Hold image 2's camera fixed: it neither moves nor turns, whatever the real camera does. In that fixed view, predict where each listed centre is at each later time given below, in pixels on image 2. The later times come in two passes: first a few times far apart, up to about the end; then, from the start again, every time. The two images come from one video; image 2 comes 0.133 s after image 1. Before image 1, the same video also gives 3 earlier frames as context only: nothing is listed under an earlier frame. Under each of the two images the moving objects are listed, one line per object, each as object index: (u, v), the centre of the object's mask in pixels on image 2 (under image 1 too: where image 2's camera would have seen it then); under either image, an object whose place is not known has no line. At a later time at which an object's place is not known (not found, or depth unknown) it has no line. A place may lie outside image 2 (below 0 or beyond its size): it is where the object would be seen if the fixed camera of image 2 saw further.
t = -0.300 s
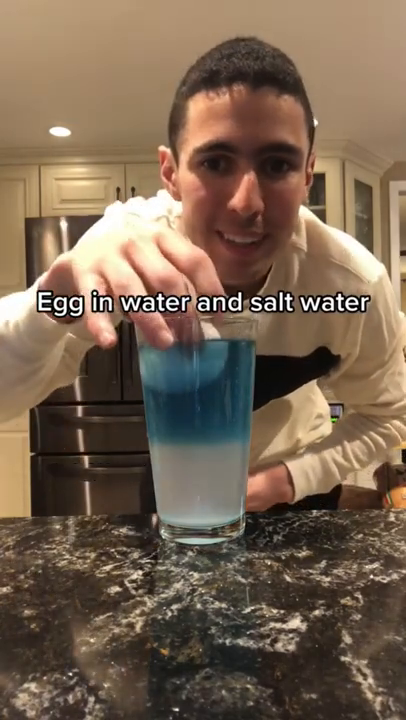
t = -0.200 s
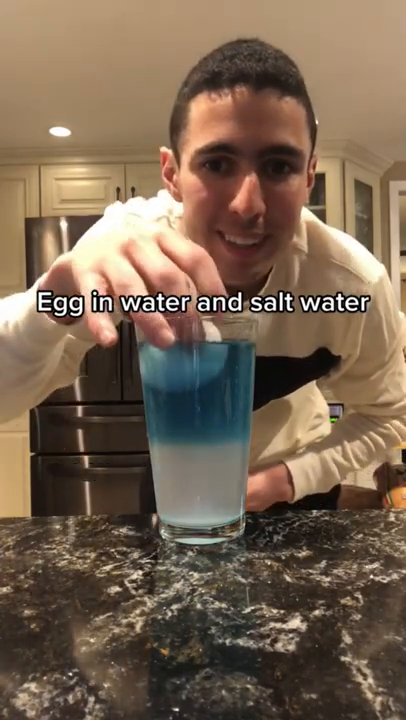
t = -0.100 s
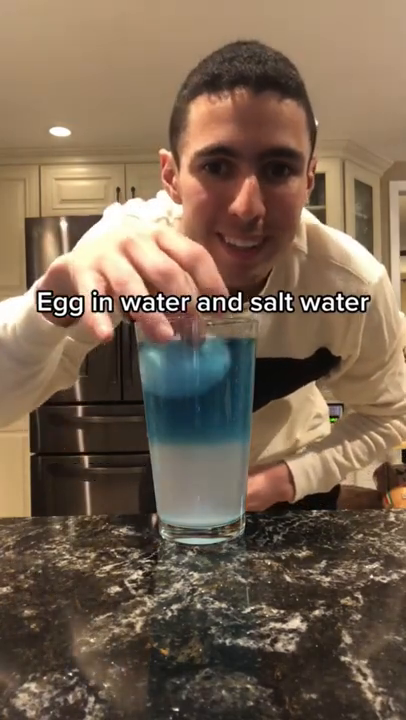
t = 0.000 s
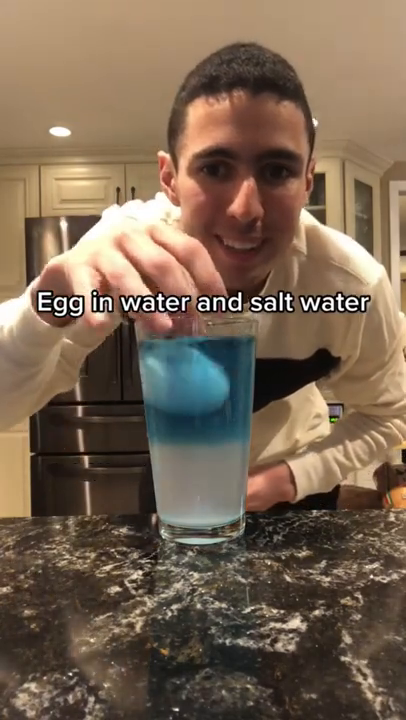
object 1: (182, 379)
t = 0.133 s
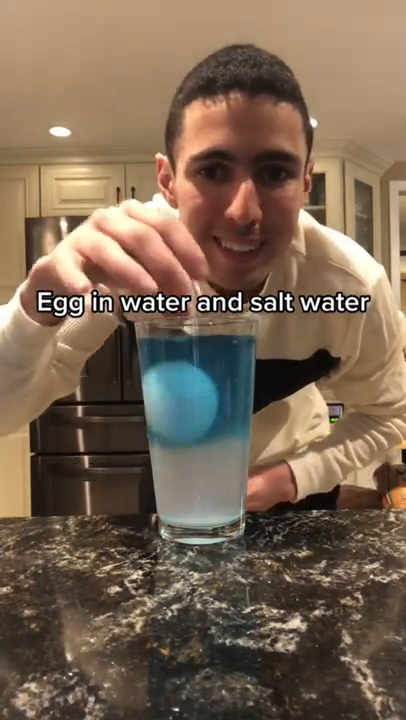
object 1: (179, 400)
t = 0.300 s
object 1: (184, 422)
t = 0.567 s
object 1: (194, 432)
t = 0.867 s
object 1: (205, 407)
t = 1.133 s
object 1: (212, 398)
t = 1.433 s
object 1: (212, 394)
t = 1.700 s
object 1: (209, 396)
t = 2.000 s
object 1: (209, 397)
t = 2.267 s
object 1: (206, 390)
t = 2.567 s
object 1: (205, 388)
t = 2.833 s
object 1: (201, 388)
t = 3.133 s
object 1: (200, 389)
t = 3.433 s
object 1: (204, 396)
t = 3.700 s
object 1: (204, 398)
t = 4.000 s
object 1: (202, 405)
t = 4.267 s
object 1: (202, 403)
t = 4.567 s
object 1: (205, 404)
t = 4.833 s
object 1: (208, 408)
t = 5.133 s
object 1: (207, 410)
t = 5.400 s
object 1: (204, 408)
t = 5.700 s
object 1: (203, 405)
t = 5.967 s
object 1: (203, 404)
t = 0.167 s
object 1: (180, 405)
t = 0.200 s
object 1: (181, 410)
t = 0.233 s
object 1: (182, 413)
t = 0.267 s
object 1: (183, 419)
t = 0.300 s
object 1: (184, 422)
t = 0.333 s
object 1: (186, 425)
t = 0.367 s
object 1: (188, 430)
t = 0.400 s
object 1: (189, 432)
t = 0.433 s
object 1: (190, 433)
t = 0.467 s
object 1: (192, 433)
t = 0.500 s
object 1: (192, 433)
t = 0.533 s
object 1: (193, 433)
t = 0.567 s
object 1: (194, 432)
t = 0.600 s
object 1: (195, 430)
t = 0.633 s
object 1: (196, 427)
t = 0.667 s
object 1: (197, 425)
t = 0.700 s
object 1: (199, 418)
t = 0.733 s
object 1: (199, 414)
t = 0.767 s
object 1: (201, 411)
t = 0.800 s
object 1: (203, 409)
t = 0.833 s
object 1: (204, 408)
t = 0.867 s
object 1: (205, 407)
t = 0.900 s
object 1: (206, 407)
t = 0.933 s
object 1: (207, 405)
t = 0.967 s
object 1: (209, 403)
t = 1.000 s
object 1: (209, 402)
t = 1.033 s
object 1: (210, 401)
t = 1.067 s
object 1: (211, 400)
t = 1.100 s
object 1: (211, 398)
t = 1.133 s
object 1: (212, 398)
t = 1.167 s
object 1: (212, 397)
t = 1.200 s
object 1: (212, 396)
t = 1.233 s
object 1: (212, 396)
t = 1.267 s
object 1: (212, 396)
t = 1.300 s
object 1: (212, 394)
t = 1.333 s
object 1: (212, 393)
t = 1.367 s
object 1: (212, 394)
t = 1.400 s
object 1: (212, 395)
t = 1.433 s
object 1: (212, 394)
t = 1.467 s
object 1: (211, 392)
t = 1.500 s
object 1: (211, 390)
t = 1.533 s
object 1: (211, 391)
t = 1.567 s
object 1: (210, 392)
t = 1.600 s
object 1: (210, 392)
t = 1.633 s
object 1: (209, 394)
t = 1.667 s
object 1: (209, 394)
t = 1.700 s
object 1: (209, 396)
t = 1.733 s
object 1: (209, 399)
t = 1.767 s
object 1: (209, 405)
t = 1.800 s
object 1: (210, 402)
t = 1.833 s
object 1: (210, 410)
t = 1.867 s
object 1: (211, 400)
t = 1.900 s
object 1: (211, 399)
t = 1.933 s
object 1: (210, 414)
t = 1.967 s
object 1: (212, 406)
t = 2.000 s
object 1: (209, 397)
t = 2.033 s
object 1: (209, 397)
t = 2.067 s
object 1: (208, 396)
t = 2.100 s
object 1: (208, 395)
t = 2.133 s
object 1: (207, 393)
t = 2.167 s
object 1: (207, 392)
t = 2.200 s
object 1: (206, 390)
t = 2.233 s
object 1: (206, 390)
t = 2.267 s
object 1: (206, 390)
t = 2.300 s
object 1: (206, 389)
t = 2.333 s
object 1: (206, 389)
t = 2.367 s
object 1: (206, 389)
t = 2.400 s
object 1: (206, 388)
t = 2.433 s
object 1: (206, 388)
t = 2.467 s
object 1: (206, 388)
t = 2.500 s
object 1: (206, 388)
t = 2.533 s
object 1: (205, 388)
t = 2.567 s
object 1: (205, 388)
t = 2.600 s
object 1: (205, 388)
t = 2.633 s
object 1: (204, 388)
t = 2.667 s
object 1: (204, 388)
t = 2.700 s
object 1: (204, 389)
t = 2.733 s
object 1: (203, 388)
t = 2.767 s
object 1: (202, 388)
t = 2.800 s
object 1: (202, 388)
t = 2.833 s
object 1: (201, 388)
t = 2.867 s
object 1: (200, 388)
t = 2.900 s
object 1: (200, 388)
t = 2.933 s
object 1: (200, 389)
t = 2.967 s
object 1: (200, 389)
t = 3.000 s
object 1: (200, 388)
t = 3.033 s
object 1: (199, 388)
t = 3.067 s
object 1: (199, 388)
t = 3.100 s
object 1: (199, 389)
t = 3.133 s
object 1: (200, 389)
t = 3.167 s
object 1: (200, 389)
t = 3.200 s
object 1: (200, 389)
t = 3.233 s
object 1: (200, 389)
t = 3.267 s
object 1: (200, 389)
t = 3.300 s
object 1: (201, 390)
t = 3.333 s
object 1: (201, 389)
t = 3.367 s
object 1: (203, 395)
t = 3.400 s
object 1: (204, 395)
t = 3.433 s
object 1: (204, 396)
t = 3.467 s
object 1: (204, 396)
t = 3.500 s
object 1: (205, 396)
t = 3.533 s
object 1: (205, 396)
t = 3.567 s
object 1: (205, 397)
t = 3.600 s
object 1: (204, 398)
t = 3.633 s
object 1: (204, 398)
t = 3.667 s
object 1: (204, 399)
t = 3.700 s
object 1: (204, 398)
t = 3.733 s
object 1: (204, 398)
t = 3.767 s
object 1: (204, 401)
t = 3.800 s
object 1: (202, 408)
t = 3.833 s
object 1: (203, 407)
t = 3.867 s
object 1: (203, 406)
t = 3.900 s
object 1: (203, 401)
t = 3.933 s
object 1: (202, 405)
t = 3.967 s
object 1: (202, 406)
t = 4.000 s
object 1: (202, 405)
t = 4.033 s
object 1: (201, 404)
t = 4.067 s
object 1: (201, 404)
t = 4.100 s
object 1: (201, 404)
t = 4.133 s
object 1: (201, 404)
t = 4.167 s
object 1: (201, 403)
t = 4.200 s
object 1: (201, 403)
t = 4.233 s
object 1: (201, 403)
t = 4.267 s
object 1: (202, 403)
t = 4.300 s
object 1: (202, 403)
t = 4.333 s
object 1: (202, 403)
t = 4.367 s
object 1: (203, 403)
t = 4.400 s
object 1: (203, 403)
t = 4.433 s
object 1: (203, 403)
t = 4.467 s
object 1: (204, 403)
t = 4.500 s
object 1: (204, 403)
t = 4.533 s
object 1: (205, 404)
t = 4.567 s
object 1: (205, 404)
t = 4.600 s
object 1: (205, 405)
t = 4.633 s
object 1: (206, 405)
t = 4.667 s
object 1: (206, 406)
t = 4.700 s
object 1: (207, 406)
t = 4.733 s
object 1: (207, 406)
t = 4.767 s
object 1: (207, 407)
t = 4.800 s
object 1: (208, 408)
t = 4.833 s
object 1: (208, 408)
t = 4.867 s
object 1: (208, 408)
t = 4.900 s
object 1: (208, 409)
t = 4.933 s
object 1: (208, 409)
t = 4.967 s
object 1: (208, 410)
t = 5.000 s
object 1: (208, 410)
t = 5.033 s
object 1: (207, 410)
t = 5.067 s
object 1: (207, 410)
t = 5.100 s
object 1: (207, 410)
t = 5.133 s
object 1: (207, 410)
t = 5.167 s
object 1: (206, 410)
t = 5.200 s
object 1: (206, 410)
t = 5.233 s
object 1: (206, 409)
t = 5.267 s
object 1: (205, 409)
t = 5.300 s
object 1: (205, 409)
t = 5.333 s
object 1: (204, 408)
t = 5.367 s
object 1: (204, 408)
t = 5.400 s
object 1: (204, 408)
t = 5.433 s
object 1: (204, 408)
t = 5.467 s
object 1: (204, 407)
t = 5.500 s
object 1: (203, 406)
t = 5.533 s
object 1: (203, 406)
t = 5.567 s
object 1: (203, 406)
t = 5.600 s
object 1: (203, 405)
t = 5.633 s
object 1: (203, 405)
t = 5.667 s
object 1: (203, 405)
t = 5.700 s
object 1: (203, 405)
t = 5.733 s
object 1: (203, 404)
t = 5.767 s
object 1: (203, 404)
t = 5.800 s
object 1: (203, 404)
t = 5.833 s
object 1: (203, 404)
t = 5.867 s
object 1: (203, 404)
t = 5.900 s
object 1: (203, 404)
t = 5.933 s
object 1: (203, 404)
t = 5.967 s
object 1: (203, 404)
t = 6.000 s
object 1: (203, 405)
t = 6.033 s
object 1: (203, 405)
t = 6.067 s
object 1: (203, 405)
